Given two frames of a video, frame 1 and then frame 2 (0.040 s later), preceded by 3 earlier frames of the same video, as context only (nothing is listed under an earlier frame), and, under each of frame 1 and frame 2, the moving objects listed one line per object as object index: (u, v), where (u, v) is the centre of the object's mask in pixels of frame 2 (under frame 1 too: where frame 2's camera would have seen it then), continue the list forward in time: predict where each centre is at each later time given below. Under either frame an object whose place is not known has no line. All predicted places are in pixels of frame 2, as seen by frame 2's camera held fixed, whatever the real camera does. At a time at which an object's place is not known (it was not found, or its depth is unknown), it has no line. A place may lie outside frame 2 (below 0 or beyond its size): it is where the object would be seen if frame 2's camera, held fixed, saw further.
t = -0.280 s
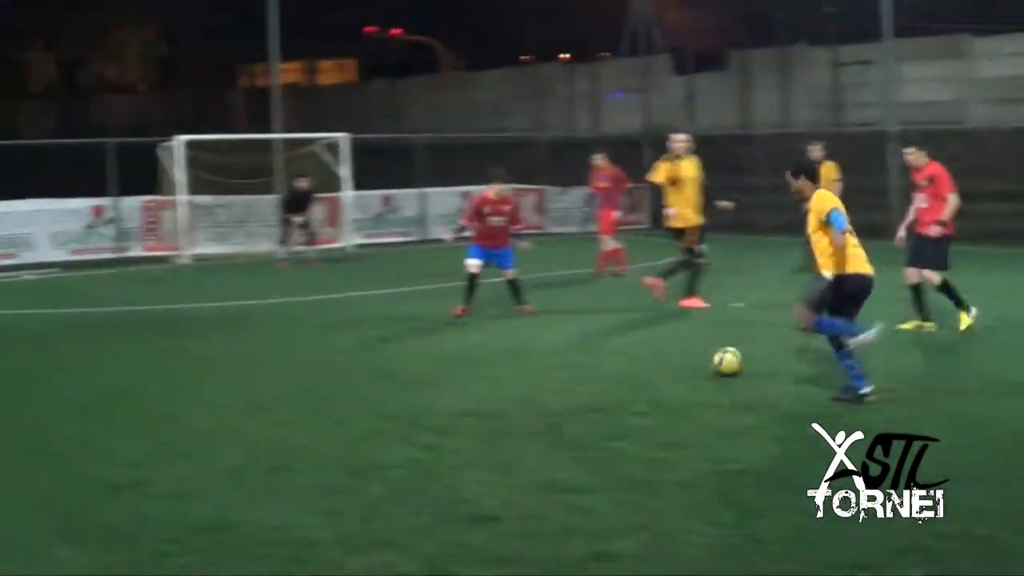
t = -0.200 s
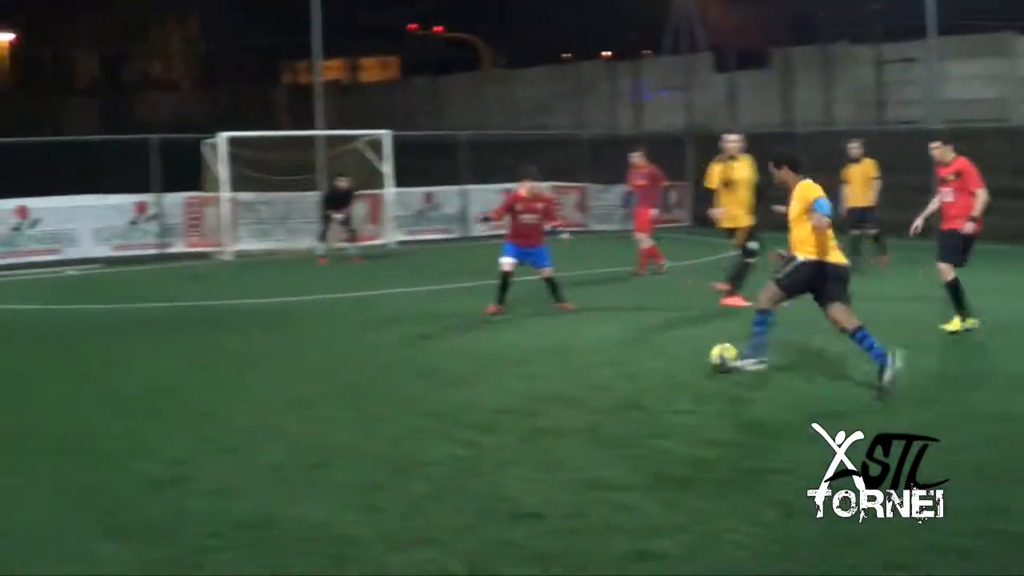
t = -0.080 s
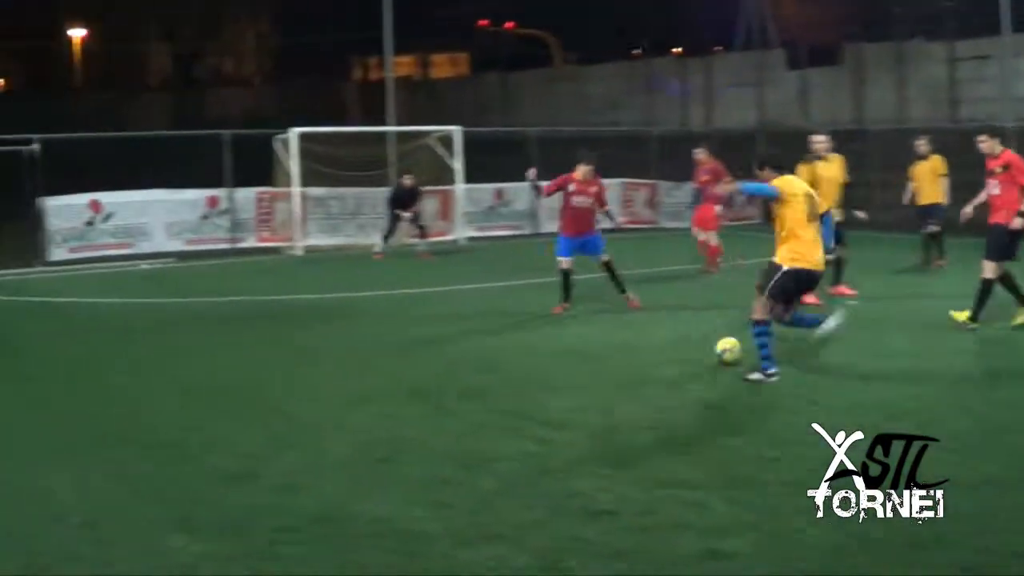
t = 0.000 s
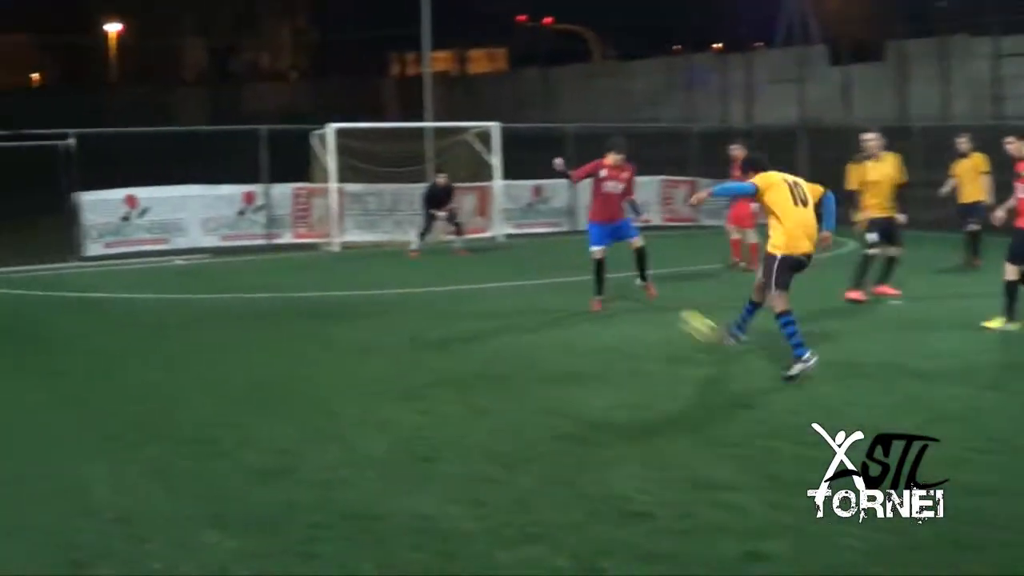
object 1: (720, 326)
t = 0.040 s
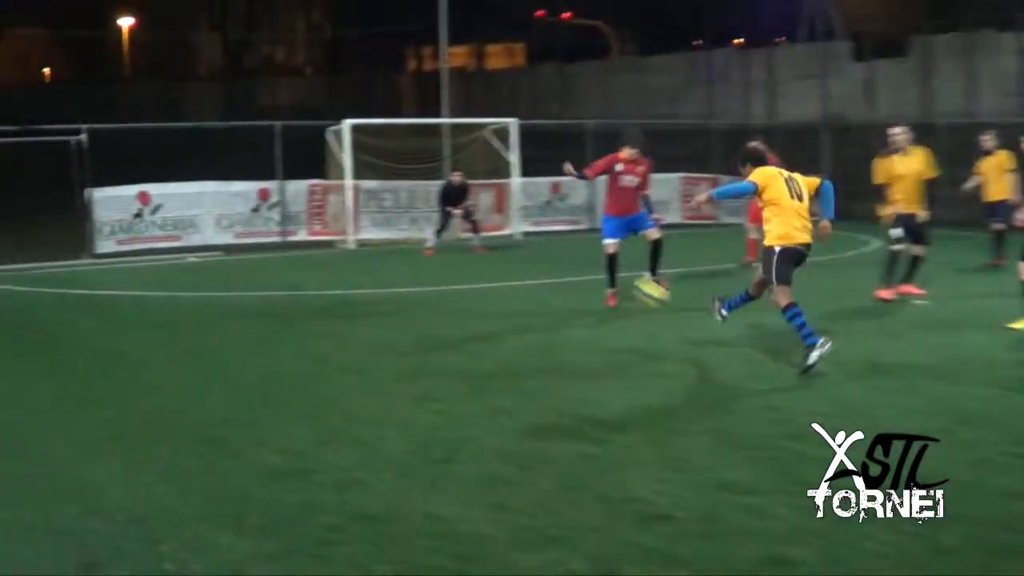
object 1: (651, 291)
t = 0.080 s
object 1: (590, 264)
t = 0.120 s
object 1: (540, 242)
